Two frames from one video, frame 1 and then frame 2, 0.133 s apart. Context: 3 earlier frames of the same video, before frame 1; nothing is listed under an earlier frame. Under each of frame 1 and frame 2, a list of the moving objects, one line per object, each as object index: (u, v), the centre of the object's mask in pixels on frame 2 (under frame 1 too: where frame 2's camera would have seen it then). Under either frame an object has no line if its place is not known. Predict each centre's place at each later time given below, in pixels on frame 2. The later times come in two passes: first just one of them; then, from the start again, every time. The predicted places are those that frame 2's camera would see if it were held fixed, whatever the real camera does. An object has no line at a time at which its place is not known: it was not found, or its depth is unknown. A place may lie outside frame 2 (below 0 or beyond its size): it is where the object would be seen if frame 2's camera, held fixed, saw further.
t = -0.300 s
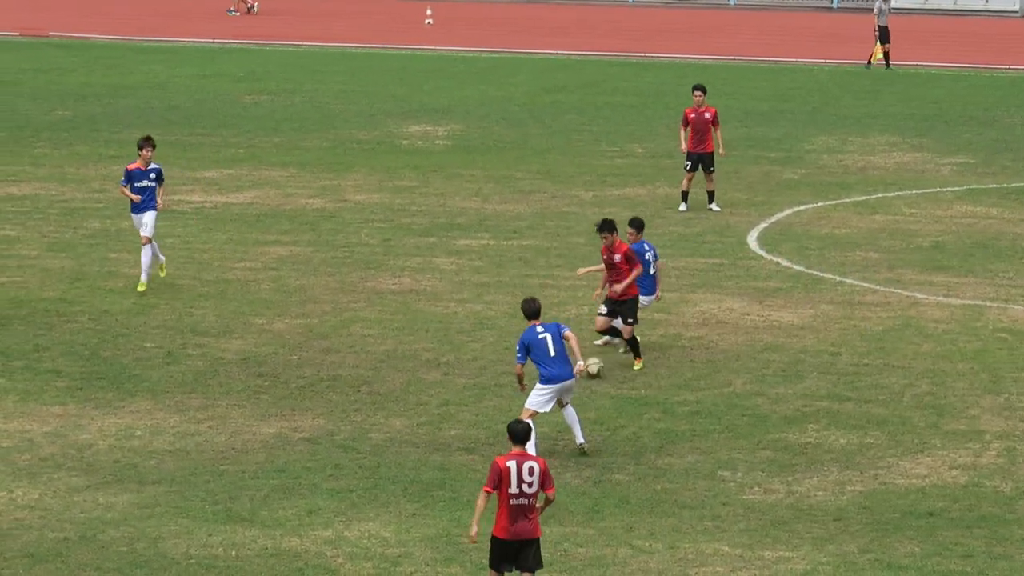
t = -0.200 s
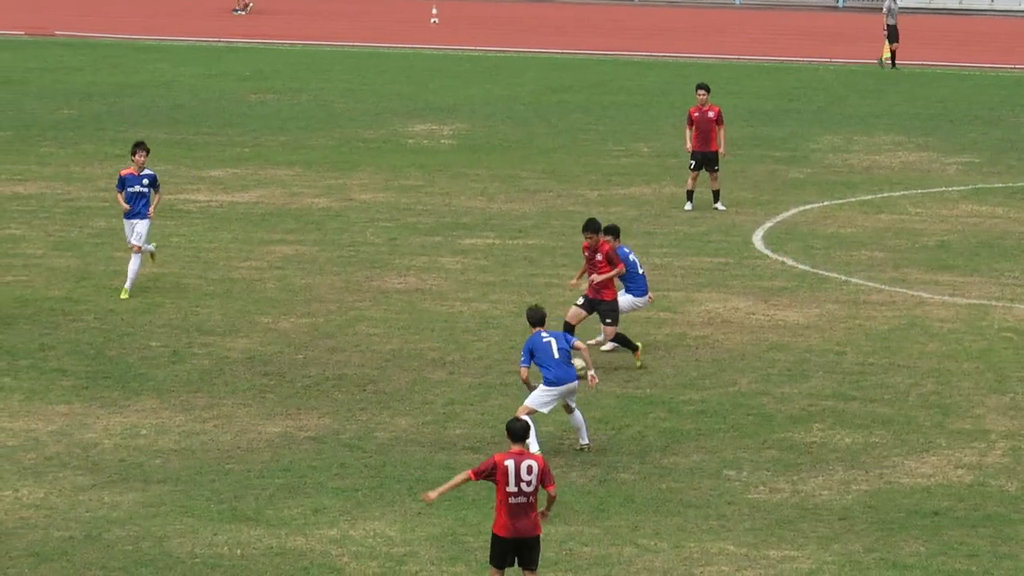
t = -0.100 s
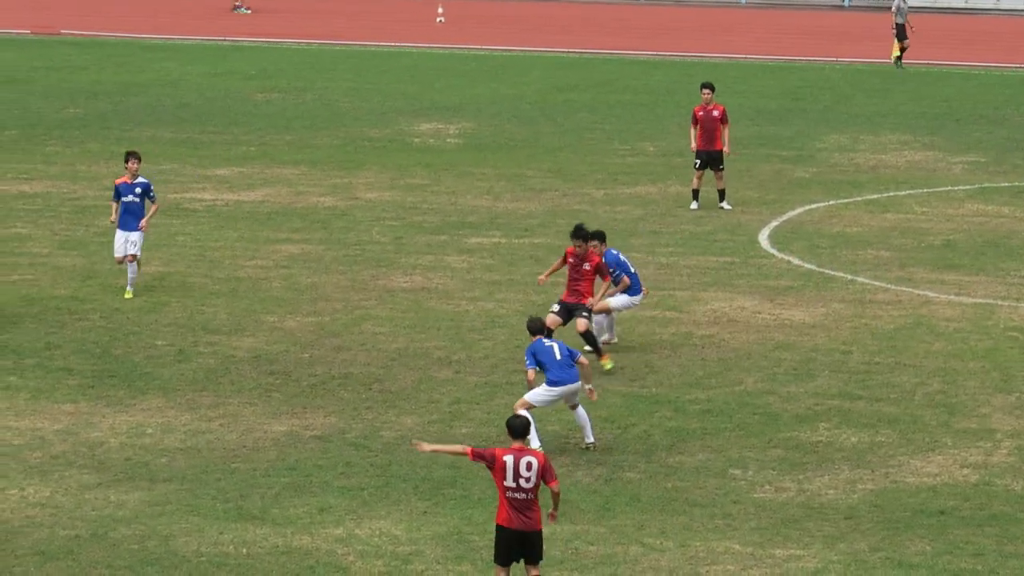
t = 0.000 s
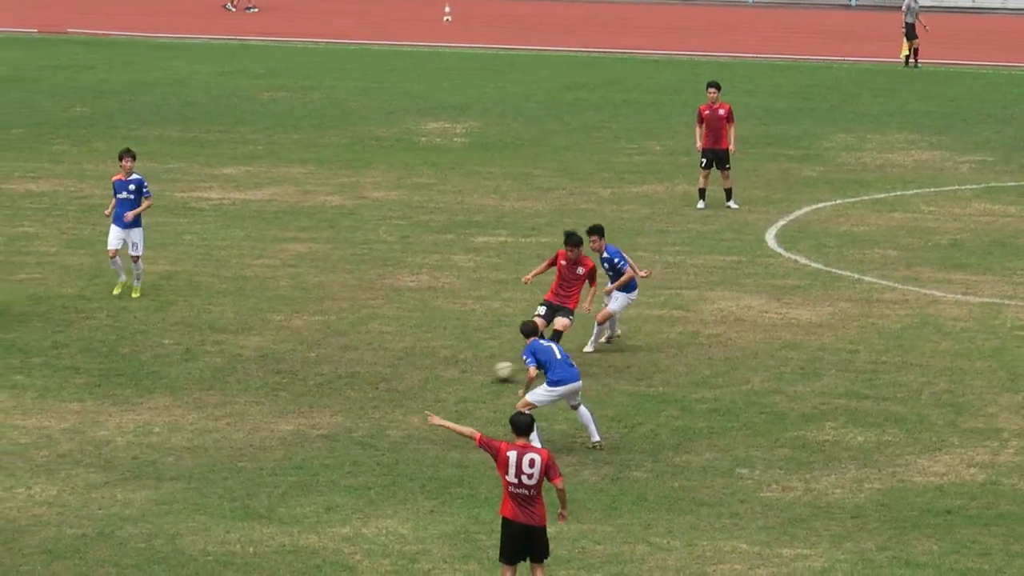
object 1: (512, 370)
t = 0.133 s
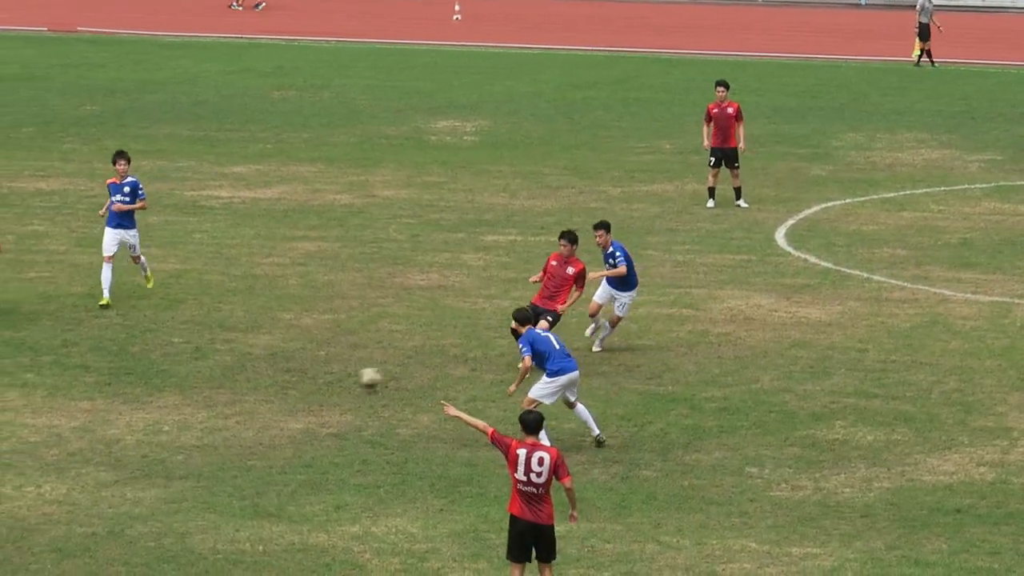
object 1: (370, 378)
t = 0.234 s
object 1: (265, 389)
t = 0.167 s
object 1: (335, 380)
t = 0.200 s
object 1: (299, 383)
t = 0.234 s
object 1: (265, 389)
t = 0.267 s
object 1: (232, 392)
